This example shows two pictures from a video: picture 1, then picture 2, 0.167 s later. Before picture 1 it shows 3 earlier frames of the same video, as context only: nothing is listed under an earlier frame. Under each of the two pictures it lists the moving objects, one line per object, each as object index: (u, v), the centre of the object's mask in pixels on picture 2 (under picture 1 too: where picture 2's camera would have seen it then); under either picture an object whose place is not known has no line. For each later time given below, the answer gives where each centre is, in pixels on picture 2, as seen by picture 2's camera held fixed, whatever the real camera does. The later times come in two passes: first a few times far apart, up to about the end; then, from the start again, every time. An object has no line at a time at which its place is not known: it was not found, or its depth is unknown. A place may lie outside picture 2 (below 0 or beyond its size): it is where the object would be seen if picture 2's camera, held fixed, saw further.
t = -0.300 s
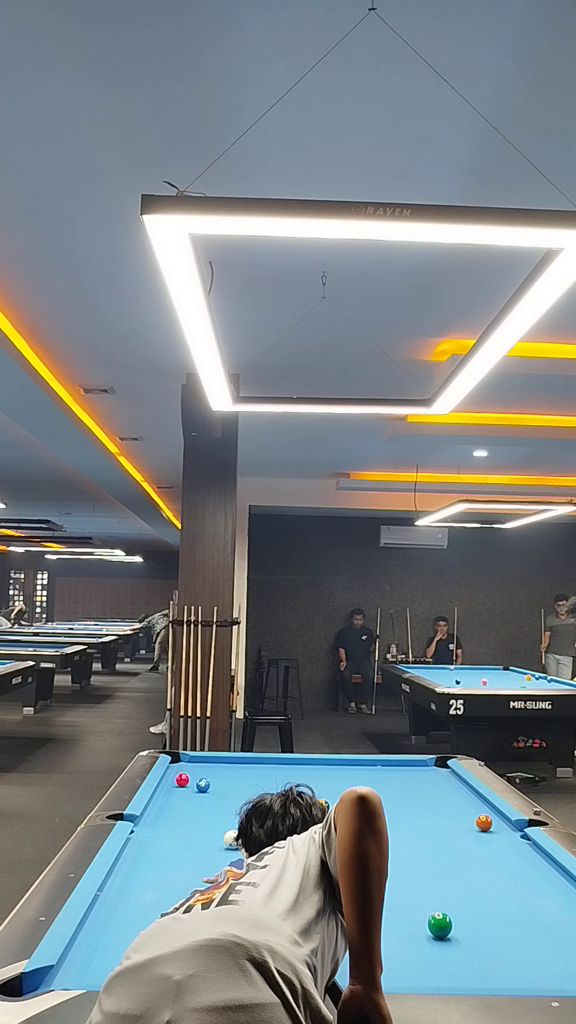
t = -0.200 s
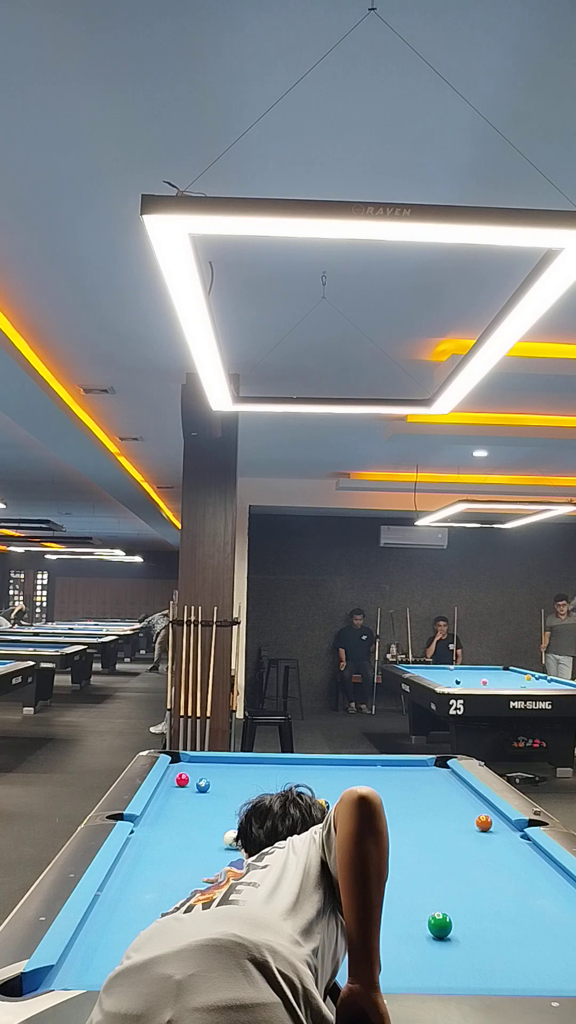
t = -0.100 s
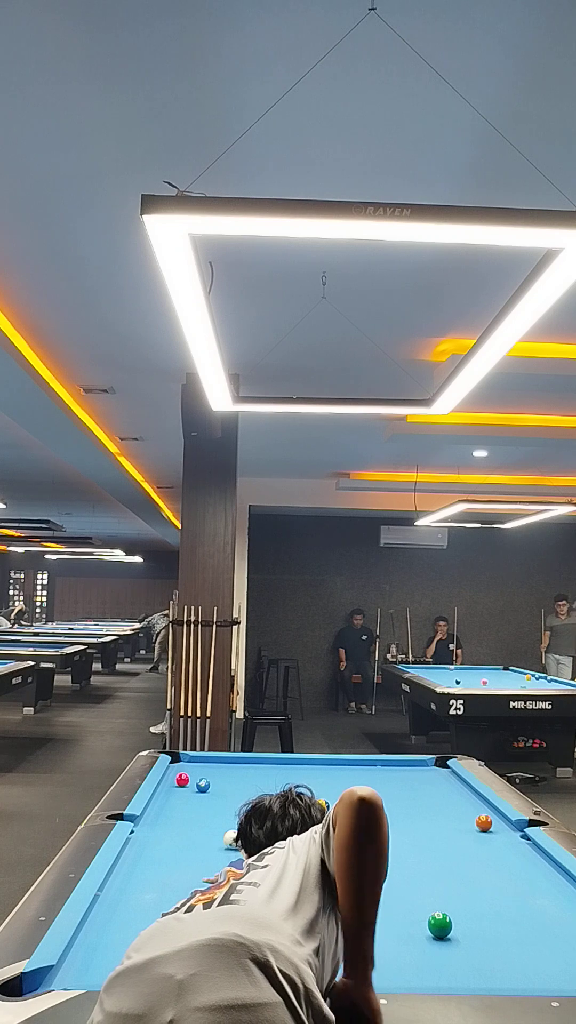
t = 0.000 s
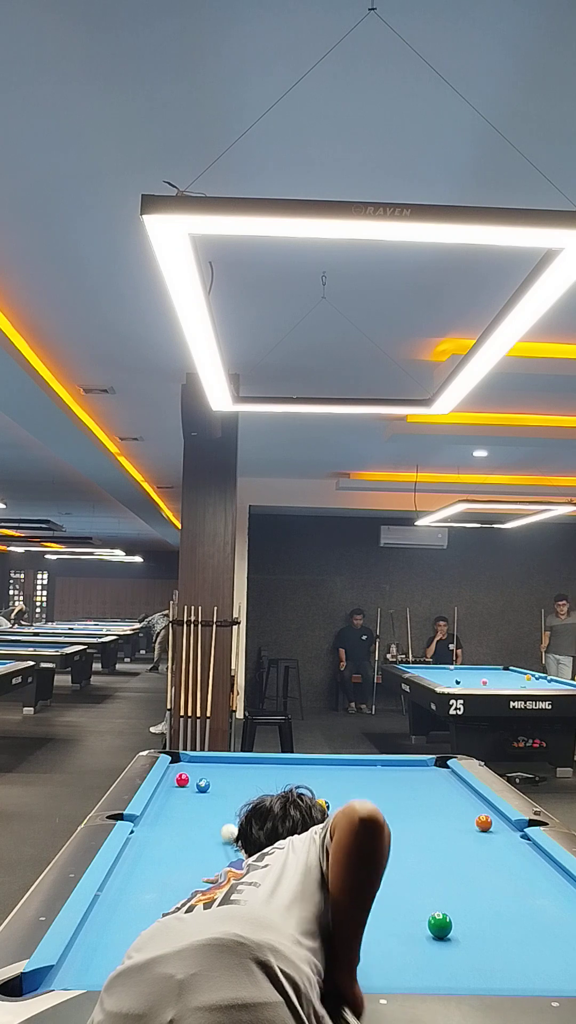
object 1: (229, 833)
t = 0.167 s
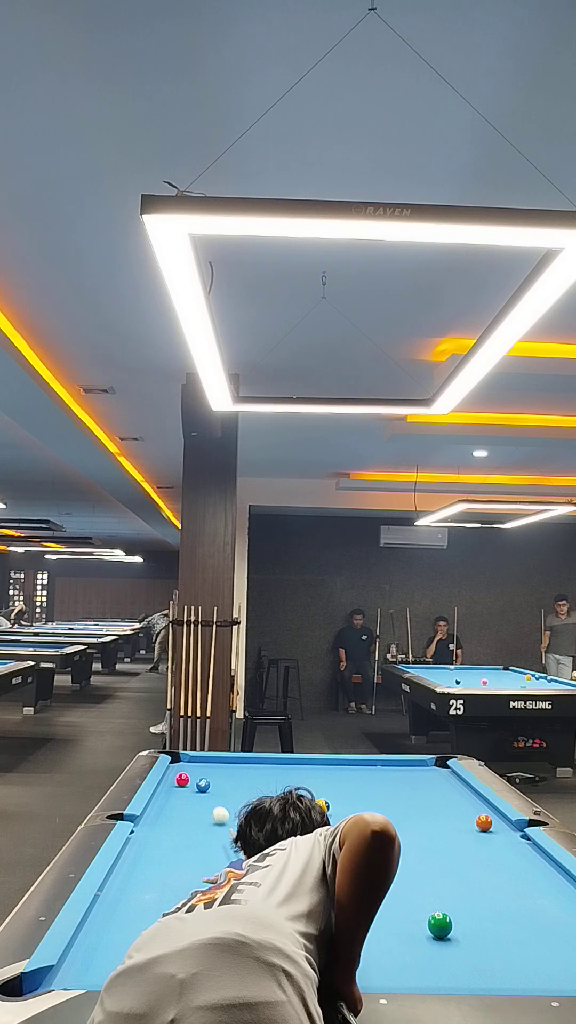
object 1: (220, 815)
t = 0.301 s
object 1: (214, 803)
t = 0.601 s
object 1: (207, 787)
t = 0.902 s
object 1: (209, 781)
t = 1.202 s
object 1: (210, 777)
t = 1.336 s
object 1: (210, 775)
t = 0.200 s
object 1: (219, 812)
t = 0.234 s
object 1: (217, 809)
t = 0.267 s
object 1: (215, 806)
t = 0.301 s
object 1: (214, 803)
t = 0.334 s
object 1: (212, 800)
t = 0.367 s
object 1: (210, 797)
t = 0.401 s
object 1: (209, 795)
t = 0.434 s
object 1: (208, 792)
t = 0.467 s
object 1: (207, 790)
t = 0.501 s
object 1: (206, 788)
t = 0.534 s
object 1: (206, 787)
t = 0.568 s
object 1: (207, 787)
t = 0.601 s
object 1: (207, 787)
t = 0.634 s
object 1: (207, 786)
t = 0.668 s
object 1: (207, 785)
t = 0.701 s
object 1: (207, 785)
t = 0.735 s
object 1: (208, 784)
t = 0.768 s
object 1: (208, 783)
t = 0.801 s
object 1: (208, 782)
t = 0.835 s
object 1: (208, 782)
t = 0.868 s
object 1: (208, 781)
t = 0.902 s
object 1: (209, 781)
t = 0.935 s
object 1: (209, 780)
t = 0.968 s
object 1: (209, 780)
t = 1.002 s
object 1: (209, 779)
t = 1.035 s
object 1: (210, 779)
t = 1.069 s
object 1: (210, 778)
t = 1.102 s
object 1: (210, 778)
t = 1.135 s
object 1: (210, 777)
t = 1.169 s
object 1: (210, 777)
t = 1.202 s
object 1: (210, 777)
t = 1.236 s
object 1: (210, 776)
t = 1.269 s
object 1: (210, 776)
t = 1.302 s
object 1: (210, 775)
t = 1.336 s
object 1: (210, 775)
